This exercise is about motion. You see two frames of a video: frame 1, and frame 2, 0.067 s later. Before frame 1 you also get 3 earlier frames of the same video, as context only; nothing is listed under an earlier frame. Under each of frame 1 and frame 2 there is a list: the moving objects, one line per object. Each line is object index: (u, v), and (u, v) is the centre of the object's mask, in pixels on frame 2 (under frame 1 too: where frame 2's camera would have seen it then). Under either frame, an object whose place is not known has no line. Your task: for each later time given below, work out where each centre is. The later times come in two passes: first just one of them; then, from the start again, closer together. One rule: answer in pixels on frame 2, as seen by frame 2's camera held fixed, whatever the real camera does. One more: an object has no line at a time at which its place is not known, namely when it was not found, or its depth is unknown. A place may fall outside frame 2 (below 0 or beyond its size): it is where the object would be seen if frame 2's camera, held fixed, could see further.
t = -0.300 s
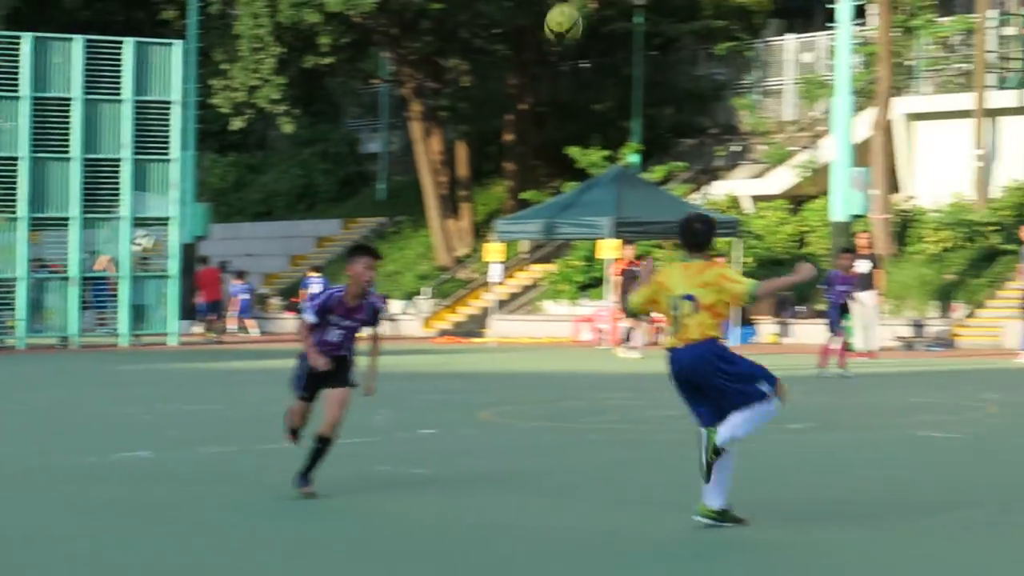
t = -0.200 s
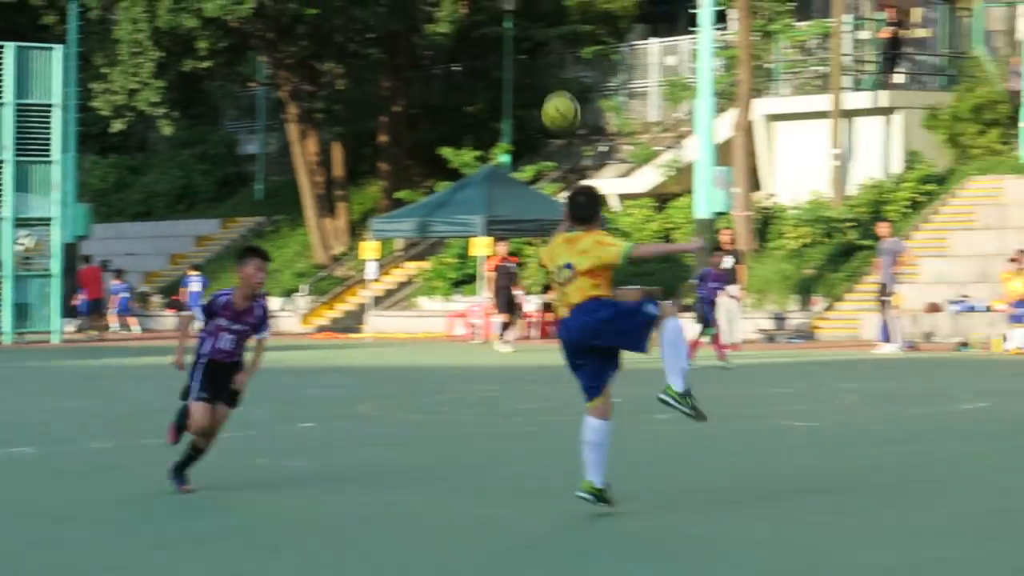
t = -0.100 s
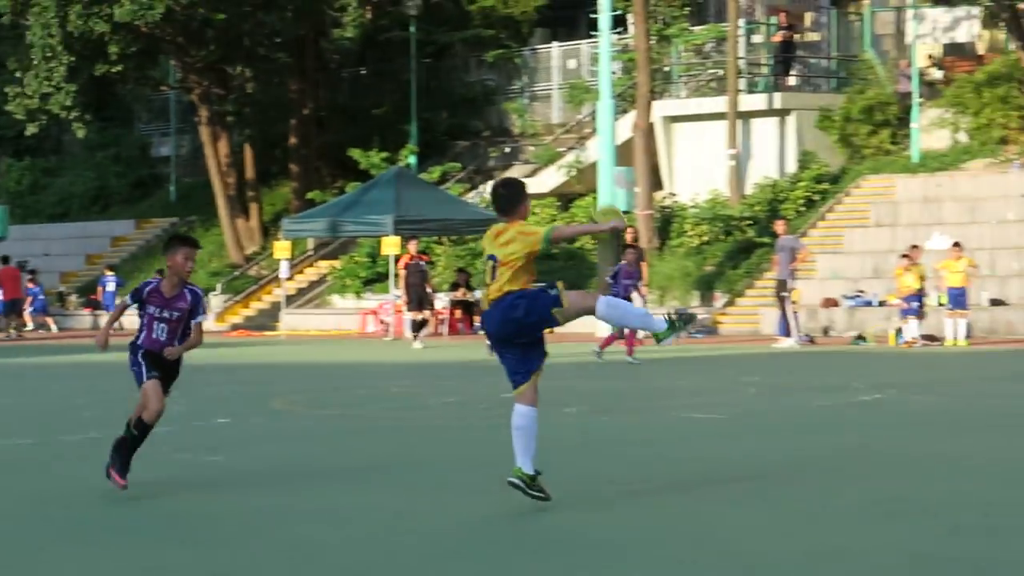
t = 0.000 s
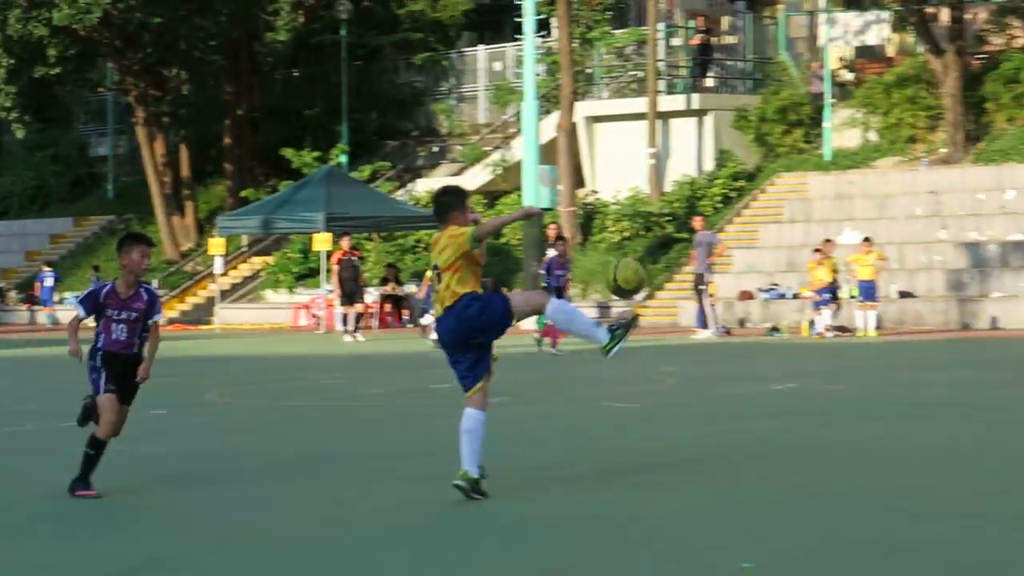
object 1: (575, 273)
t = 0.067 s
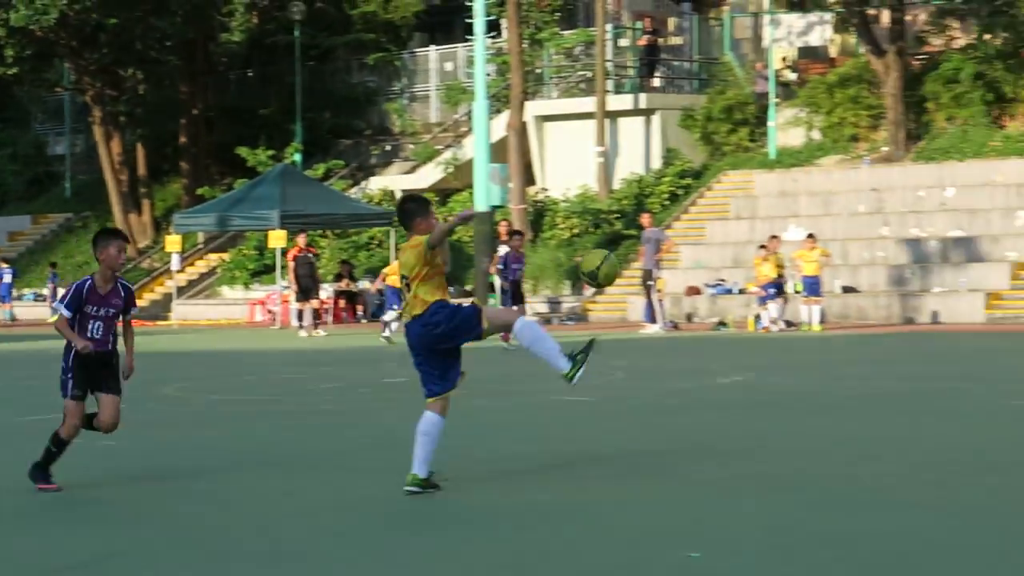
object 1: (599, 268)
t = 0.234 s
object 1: (661, 294)
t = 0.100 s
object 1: (611, 268)
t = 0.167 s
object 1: (636, 278)
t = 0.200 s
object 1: (650, 285)
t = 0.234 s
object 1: (661, 294)
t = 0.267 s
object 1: (674, 306)
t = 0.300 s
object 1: (686, 318)
